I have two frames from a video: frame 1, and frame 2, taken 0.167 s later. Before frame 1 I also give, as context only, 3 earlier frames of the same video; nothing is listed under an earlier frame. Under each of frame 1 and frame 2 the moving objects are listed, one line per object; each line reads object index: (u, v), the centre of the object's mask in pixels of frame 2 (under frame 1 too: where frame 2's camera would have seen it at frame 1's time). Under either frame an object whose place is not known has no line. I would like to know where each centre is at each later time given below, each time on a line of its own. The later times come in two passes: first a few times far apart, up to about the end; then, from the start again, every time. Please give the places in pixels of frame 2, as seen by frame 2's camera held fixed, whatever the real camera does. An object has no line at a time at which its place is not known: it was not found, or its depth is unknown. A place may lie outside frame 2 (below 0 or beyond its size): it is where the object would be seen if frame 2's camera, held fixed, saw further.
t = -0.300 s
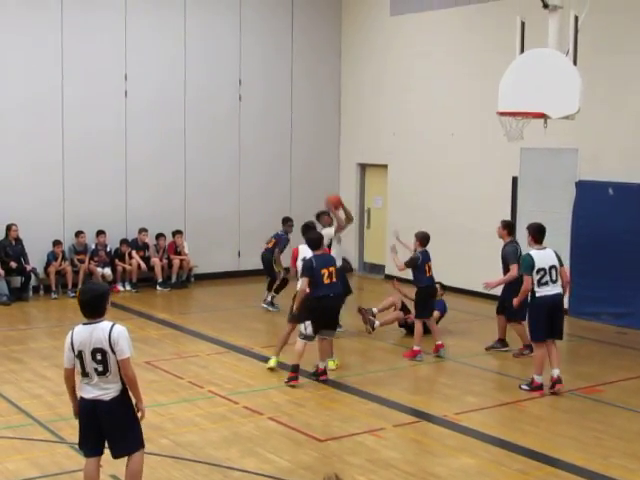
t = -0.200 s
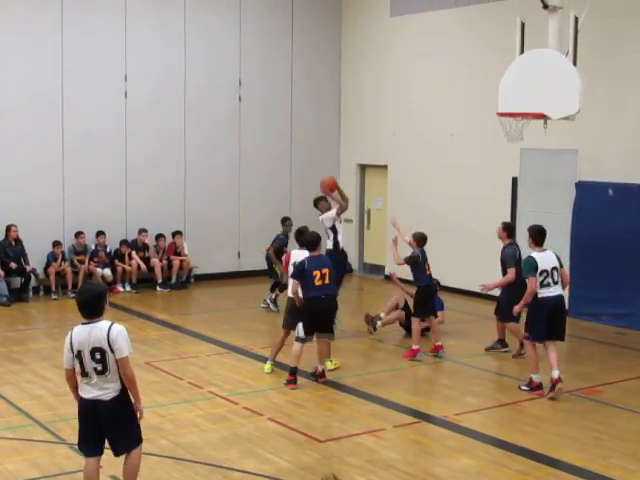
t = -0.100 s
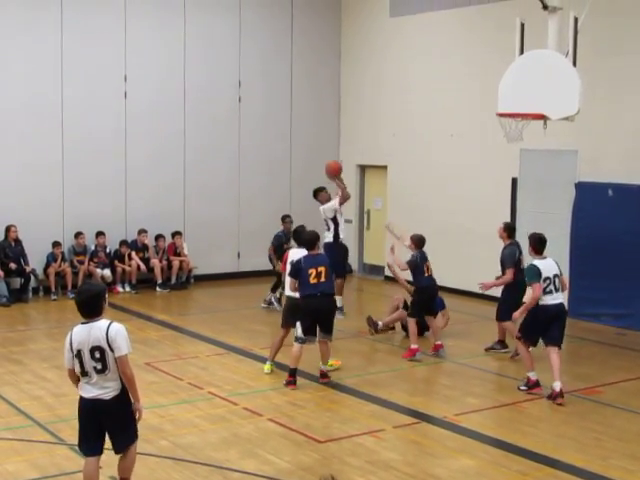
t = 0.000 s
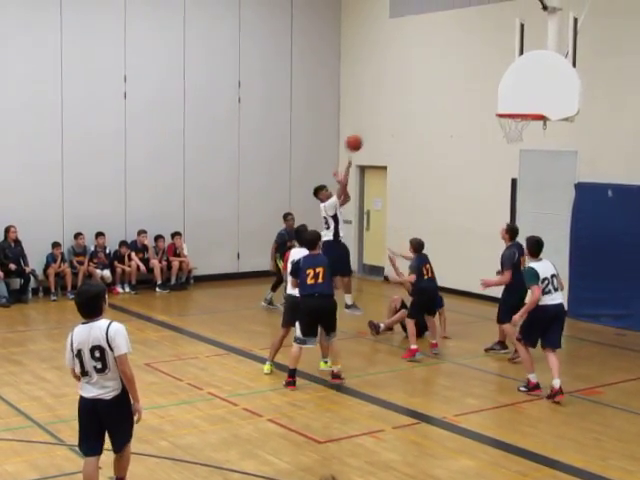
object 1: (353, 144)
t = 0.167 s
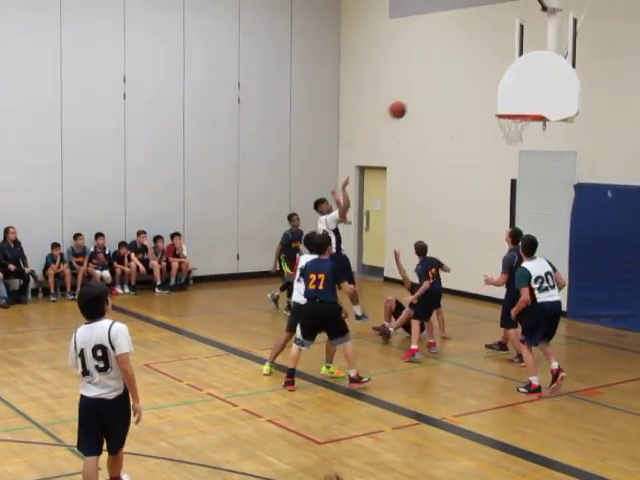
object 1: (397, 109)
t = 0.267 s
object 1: (424, 99)
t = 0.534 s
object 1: (495, 107)
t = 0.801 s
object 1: (492, 97)
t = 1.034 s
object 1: (466, 121)
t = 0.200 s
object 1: (406, 105)
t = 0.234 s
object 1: (415, 102)
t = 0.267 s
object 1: (424, 99)
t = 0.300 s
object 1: (433, 97)
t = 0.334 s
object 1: (442, 96)
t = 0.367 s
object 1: (451, 96)
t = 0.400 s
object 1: (460, 96)
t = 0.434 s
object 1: (468, 98)
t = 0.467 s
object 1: (477, 100)
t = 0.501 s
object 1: (486, 103)
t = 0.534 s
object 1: (495, 107)
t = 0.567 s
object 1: (497, 106)
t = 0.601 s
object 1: (497, 103)
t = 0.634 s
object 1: (497, 100)
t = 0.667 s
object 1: (497, 98)
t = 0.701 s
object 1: (497, 97)
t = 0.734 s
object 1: (497, 97)
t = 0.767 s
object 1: (496, 97)
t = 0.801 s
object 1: (492, 97)
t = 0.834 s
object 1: (488, 98)
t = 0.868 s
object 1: (484, 100)
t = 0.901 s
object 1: (481, 102)
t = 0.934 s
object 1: (477, 106)
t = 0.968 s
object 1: (473, 110)
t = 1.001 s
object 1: (470, 115)
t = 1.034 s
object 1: (466, 121)
